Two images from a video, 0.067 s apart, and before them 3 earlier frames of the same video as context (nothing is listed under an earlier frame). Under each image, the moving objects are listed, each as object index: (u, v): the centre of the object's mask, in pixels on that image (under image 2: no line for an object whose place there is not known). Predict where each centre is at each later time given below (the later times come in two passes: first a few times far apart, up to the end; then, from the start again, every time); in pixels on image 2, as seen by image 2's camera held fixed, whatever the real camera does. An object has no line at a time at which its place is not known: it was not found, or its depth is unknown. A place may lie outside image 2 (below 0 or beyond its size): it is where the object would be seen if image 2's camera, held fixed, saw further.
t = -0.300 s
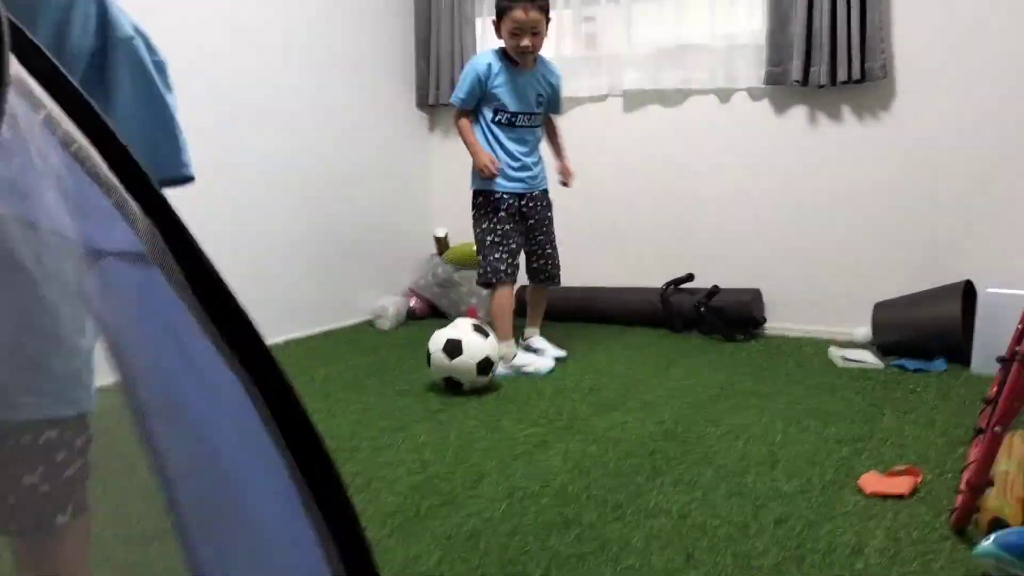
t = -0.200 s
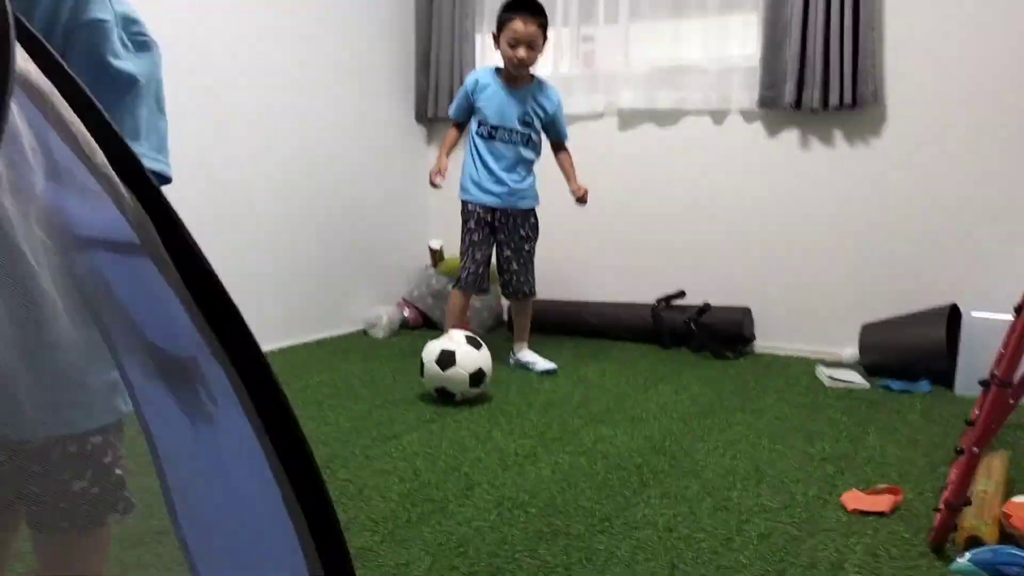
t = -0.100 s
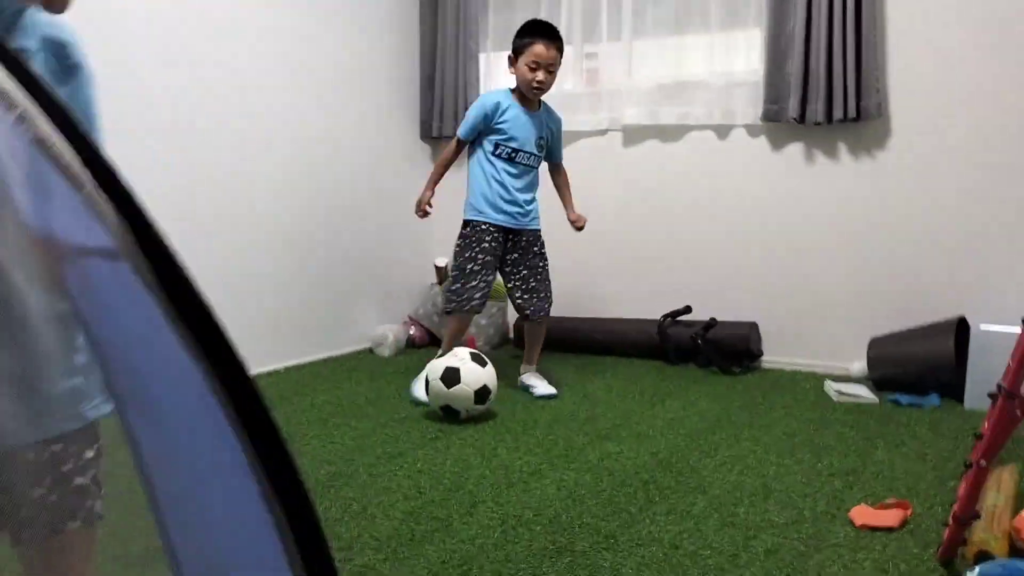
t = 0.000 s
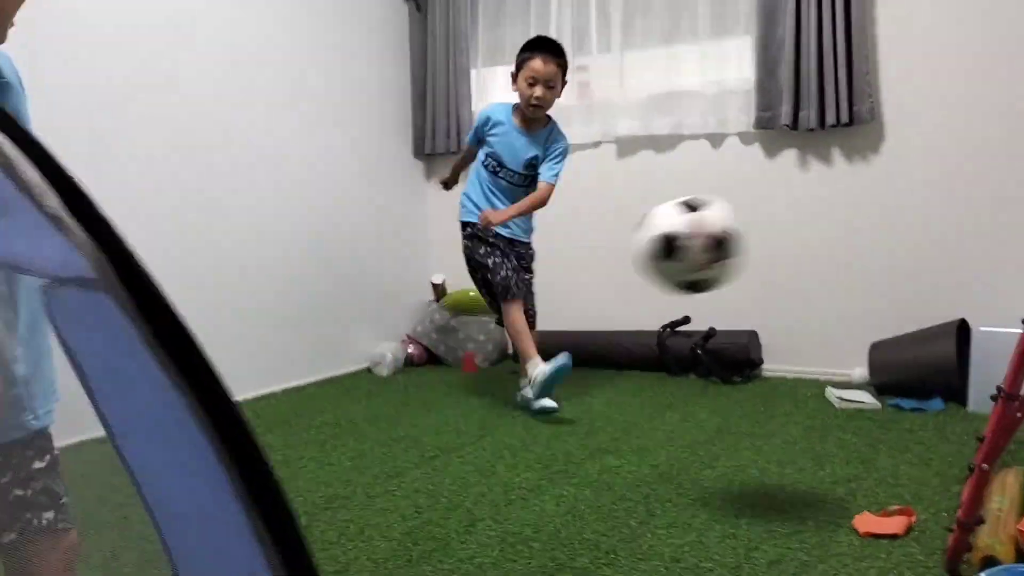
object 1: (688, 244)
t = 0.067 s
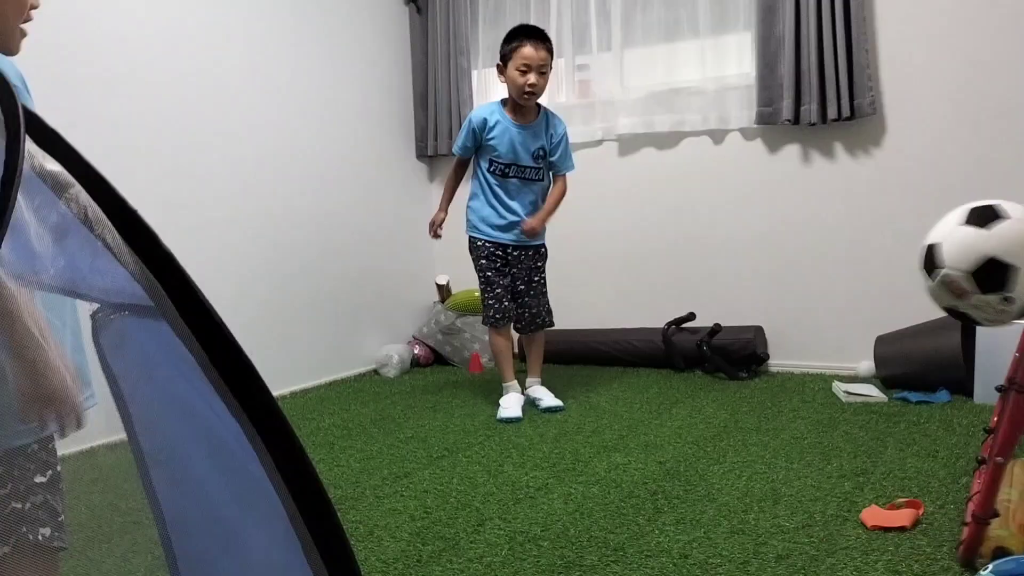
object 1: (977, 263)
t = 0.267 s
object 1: (785, 326)
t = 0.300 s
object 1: (765, 348)
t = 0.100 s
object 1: (936, 279)
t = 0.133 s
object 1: (905, 316)
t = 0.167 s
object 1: (866, 397)
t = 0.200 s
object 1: (834, 388)
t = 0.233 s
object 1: (808, 337)
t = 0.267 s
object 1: (785, 326)
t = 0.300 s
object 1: (765, 348)
